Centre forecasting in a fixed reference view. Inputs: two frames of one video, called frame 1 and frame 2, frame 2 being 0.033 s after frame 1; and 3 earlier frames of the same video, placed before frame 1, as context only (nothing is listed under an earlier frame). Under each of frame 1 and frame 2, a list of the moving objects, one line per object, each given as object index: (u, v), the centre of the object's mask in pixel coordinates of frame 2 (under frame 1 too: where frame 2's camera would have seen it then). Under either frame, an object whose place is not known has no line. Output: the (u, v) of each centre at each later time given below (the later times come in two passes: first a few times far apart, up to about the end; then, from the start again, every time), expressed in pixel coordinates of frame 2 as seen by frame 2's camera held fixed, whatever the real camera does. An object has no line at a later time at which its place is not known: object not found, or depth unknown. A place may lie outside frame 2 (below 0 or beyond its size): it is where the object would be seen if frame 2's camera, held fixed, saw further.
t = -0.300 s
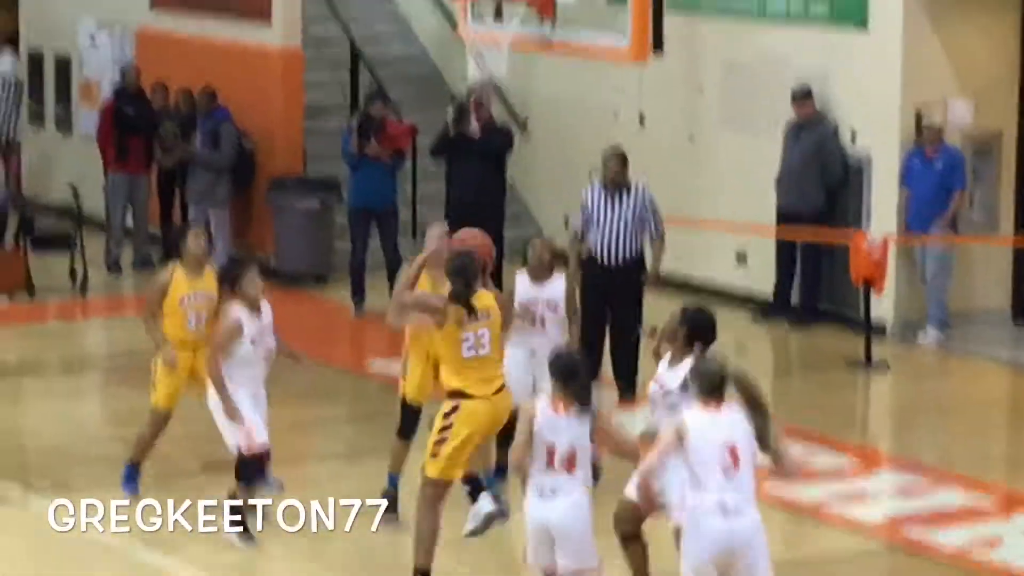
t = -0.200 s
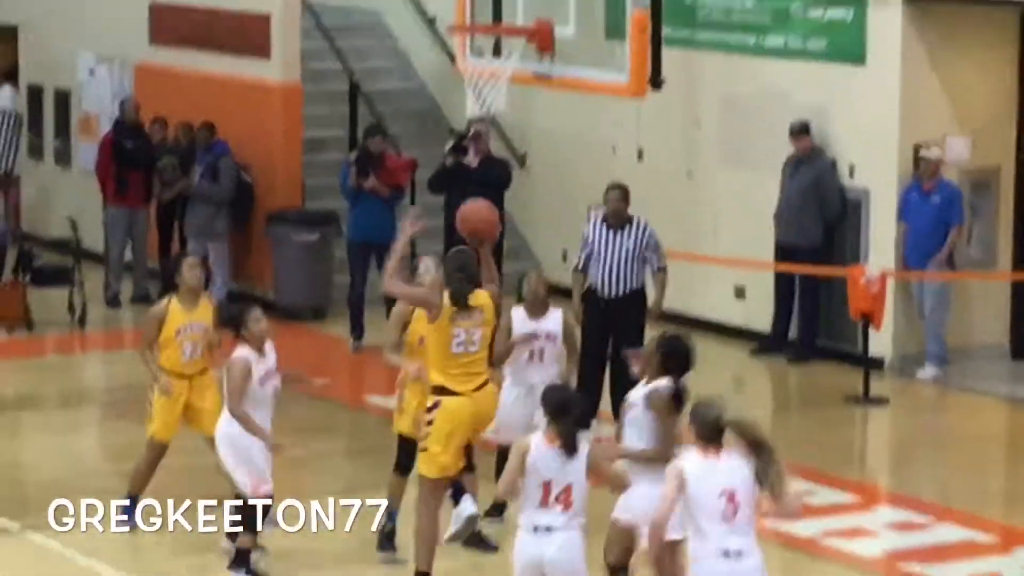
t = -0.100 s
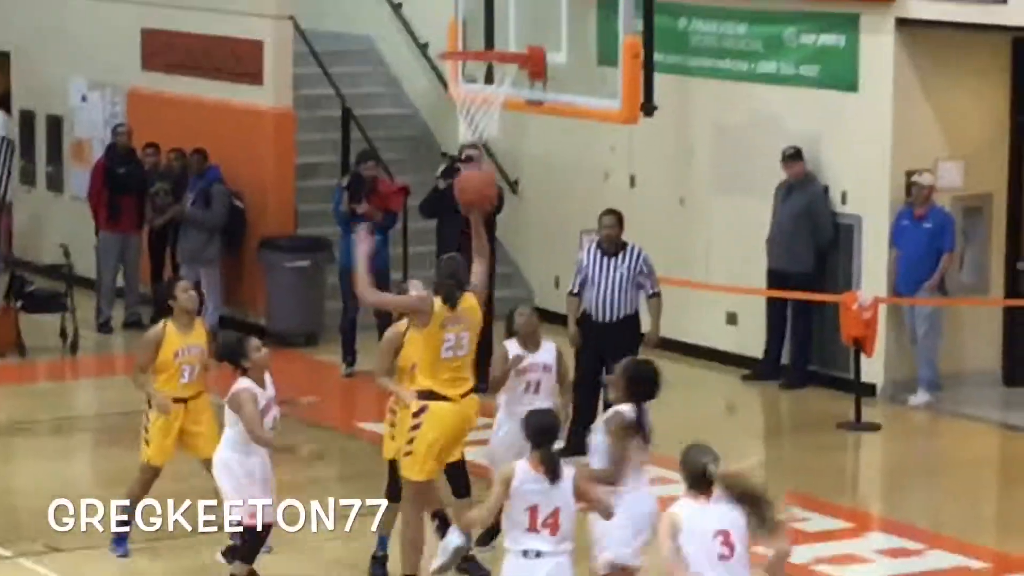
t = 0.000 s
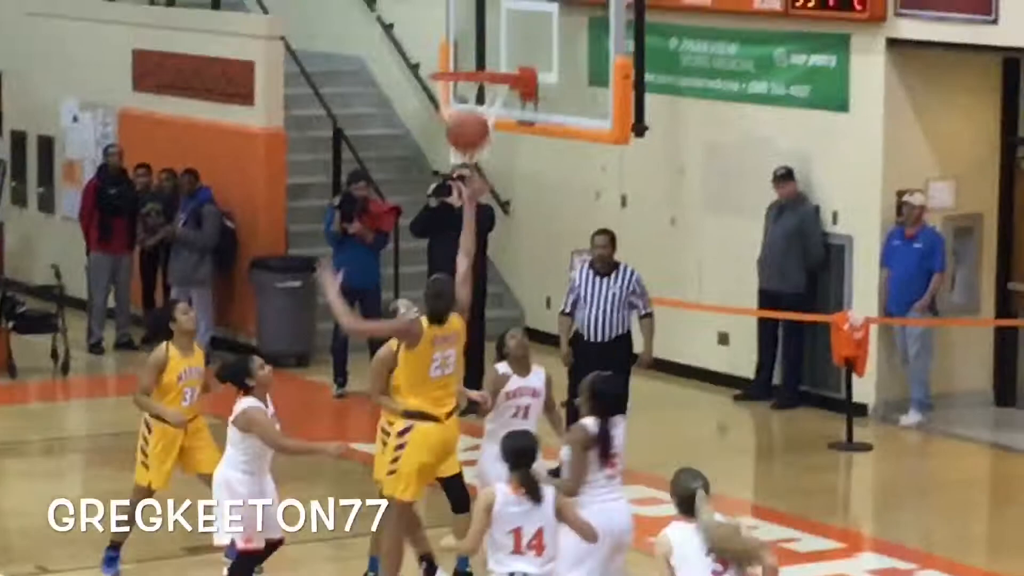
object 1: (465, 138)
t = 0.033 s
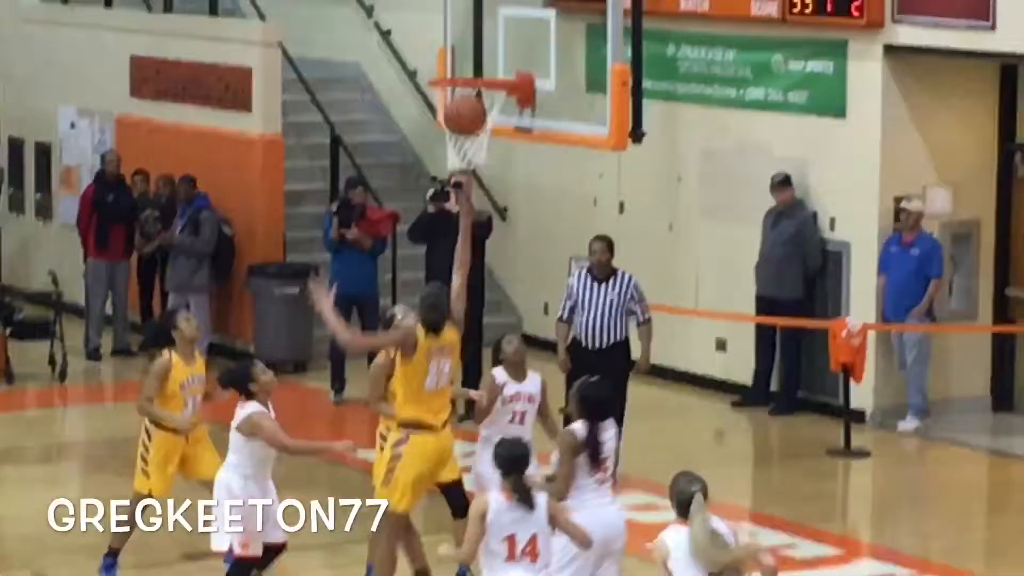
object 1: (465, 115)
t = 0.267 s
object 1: (464, 15)
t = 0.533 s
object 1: (463, 24)
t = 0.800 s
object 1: (472, 7)
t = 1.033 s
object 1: (486, -6)
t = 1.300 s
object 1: (501, 50)
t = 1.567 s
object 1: (494, 10)
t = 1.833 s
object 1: (485, 90)
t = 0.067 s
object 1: (465, 95)
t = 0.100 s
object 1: (465, 76)
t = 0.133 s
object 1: (465, 59)
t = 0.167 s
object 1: (464, 45)
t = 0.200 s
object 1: (464, 33)
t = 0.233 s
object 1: (464, 23)
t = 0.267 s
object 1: (464, 15)
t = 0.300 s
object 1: (464, 9)
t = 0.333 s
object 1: (464, 5)
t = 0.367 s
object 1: (463, 3)
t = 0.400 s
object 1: (463, 4)
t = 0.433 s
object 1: (463, 6)
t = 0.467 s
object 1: (463, 10)
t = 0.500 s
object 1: (463, 16)
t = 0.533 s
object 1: (463, 24)
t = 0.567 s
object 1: (462, 33)
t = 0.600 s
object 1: (462, 44)
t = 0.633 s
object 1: (462, 56)
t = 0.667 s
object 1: (462, 56)
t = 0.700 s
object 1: (464, 42)
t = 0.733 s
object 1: (467, 29)
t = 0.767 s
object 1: (470, 17)
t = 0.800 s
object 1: (472, 7)
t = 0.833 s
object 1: (474, 0)
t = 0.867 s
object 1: (476, -6)
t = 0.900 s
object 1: (478, -9)
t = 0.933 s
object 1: (480, -10)
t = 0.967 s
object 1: (482, -9)
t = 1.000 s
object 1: (484, -8)
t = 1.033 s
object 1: (486, -6)
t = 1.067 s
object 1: (488, -2)
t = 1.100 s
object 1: (491, 5)
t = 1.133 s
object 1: (493, 15)
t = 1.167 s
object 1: (495, 27)
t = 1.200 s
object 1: (498, 40)
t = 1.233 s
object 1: (499, 52)
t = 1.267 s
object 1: (501, 62)
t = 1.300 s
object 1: (501, 50)
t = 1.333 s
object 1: (500, 39)
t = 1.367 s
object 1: (499, 29)
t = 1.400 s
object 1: (498, 22)
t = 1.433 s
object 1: (497, 15)
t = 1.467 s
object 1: (497, 11)
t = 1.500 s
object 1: (496, 9)
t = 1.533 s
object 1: (495, 8)
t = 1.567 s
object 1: (494, 10)
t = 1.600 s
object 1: (493, 14)
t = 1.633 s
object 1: (492, 19)
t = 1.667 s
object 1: (491, 26)
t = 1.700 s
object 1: (490, 35)
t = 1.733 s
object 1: (489, 45)
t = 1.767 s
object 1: (489, 58)
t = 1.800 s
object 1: (488, 68)
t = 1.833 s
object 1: (485, 90)
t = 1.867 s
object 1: (487, 107)
